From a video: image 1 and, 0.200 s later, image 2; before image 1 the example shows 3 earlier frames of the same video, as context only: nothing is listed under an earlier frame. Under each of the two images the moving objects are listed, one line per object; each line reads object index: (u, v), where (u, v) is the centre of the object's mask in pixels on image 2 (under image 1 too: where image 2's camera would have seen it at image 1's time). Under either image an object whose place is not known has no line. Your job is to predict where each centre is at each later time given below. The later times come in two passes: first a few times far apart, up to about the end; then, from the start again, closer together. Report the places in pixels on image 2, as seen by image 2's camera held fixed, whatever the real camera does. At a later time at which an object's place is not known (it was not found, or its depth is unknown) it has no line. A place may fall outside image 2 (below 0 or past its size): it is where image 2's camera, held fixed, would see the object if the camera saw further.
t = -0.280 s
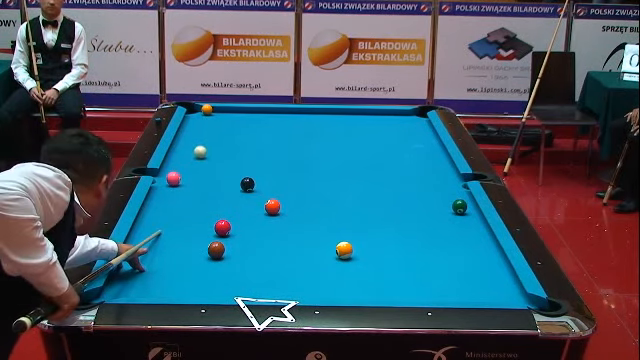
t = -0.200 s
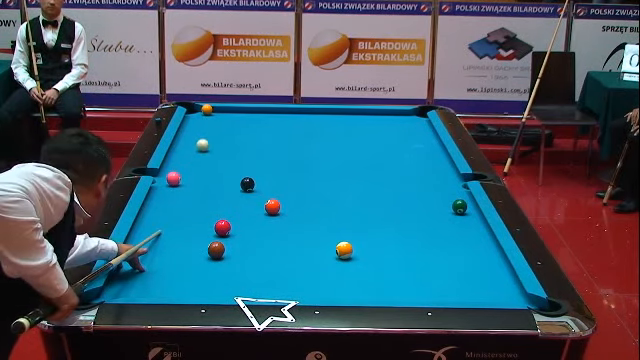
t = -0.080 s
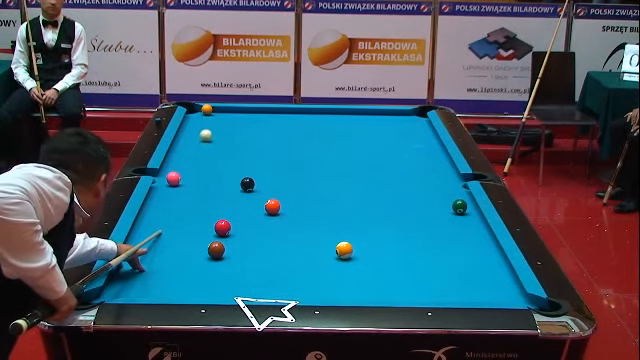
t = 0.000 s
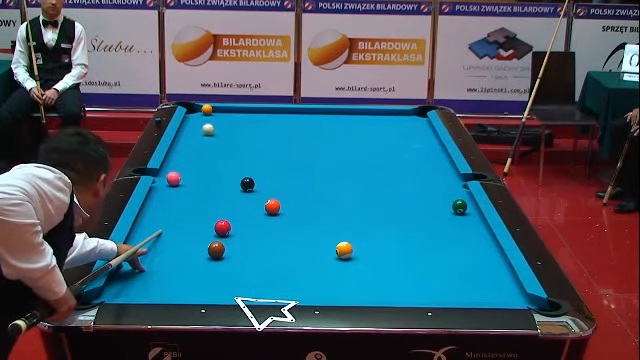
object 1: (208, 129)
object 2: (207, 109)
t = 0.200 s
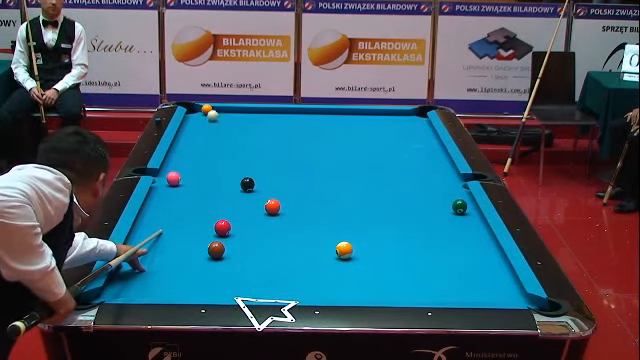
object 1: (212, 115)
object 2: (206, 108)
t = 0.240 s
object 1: (213, 113)
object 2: (206, 108)
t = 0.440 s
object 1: (227, 111)
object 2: (190, 108)
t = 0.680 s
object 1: (234, 115)
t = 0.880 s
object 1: (240, 118)
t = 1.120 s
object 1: (247, 122)
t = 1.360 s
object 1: (254, 125)
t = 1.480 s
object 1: (257, 127)
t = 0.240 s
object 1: (213, 113)
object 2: (206, 108)
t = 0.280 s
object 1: (216, 111)
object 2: (205, 108)
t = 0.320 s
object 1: (221, 109)
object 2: (201, 107)
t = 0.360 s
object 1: (225, 109)
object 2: (197, 107)
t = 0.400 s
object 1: (226, 110)
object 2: (193, 107)
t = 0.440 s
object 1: (227, 111)
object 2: (190, 108)
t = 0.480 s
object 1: (228, 112)
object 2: (188, 107)
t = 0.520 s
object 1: (229, 112)
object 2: (188, 108)
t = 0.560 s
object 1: (231, 113)
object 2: (188, 108)
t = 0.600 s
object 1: (232, 114)
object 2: (188, 111)
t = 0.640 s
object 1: (233, 115)
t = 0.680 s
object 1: (234, 115)
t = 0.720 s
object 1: (237, 116)
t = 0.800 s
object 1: (237, 117)
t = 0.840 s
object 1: (239, 117)
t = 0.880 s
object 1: (240, 118)
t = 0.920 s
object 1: (242, 119)
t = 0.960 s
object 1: (243, 120)
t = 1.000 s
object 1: (244, 120)
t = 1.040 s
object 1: (245, 121)
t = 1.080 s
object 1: (246, 121)
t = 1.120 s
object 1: (247, 122)
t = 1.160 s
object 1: (248, 122)
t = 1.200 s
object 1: (249, 123)
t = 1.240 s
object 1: (250, 124)
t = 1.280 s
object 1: (252, 124)
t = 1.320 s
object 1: (253, 125)
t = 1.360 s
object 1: (254, 125)
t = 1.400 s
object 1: (255, 126)
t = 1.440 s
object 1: (256, 126)
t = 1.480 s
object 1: (257, 127)
